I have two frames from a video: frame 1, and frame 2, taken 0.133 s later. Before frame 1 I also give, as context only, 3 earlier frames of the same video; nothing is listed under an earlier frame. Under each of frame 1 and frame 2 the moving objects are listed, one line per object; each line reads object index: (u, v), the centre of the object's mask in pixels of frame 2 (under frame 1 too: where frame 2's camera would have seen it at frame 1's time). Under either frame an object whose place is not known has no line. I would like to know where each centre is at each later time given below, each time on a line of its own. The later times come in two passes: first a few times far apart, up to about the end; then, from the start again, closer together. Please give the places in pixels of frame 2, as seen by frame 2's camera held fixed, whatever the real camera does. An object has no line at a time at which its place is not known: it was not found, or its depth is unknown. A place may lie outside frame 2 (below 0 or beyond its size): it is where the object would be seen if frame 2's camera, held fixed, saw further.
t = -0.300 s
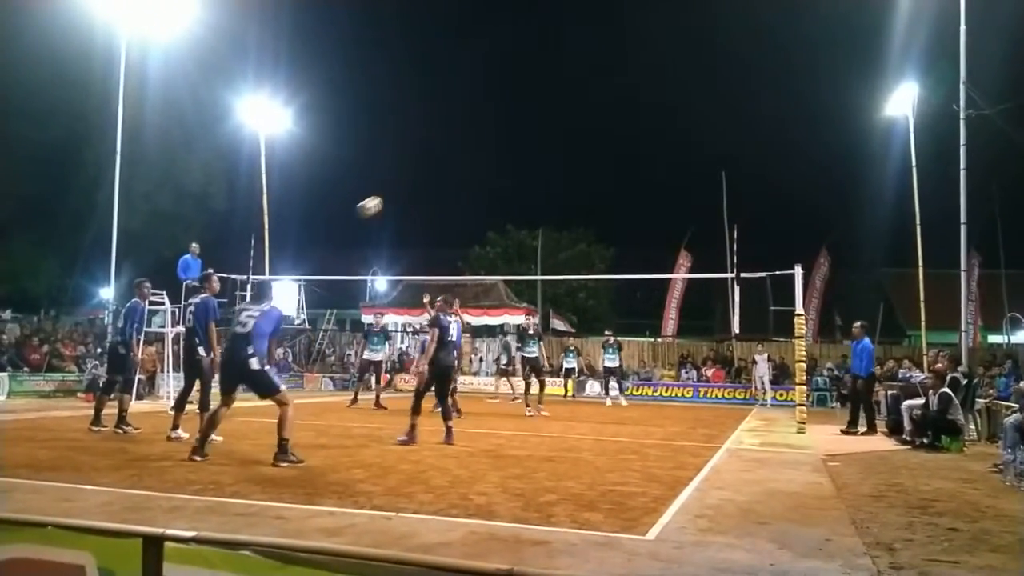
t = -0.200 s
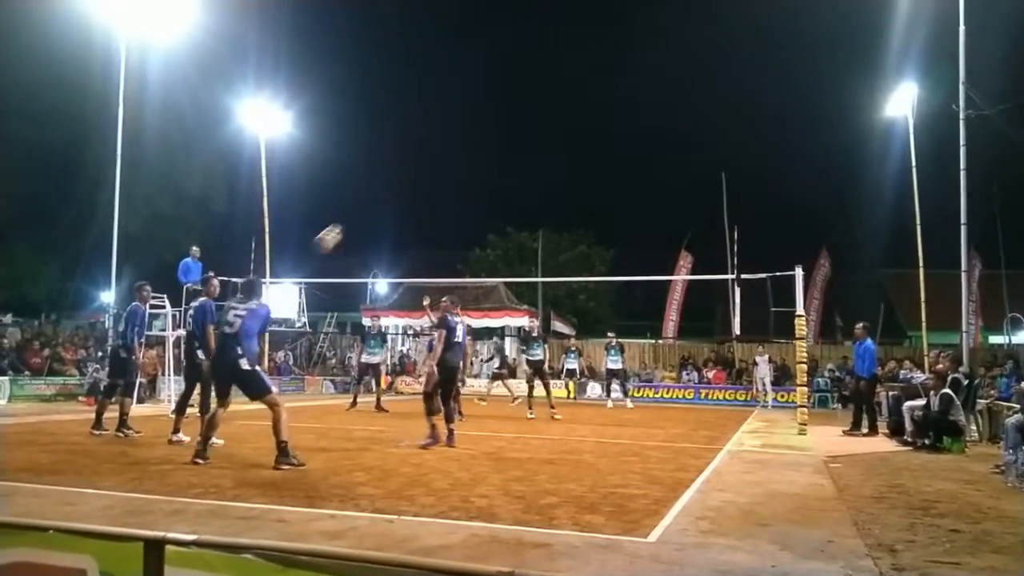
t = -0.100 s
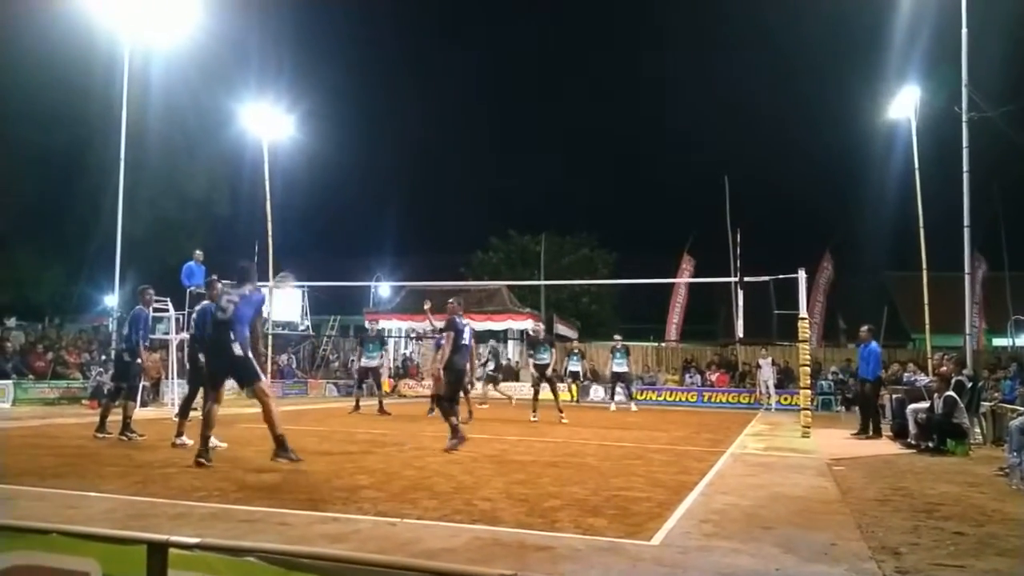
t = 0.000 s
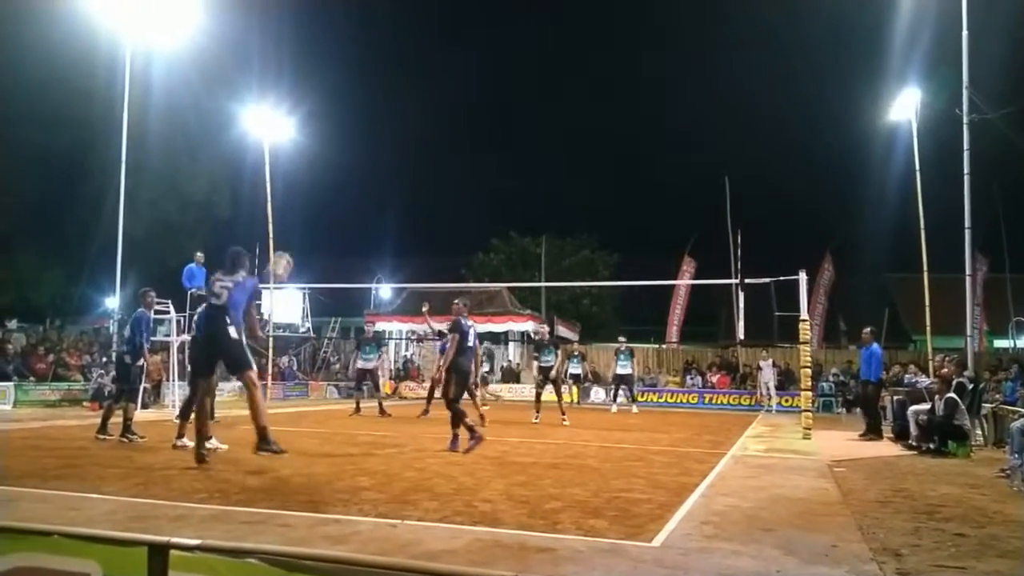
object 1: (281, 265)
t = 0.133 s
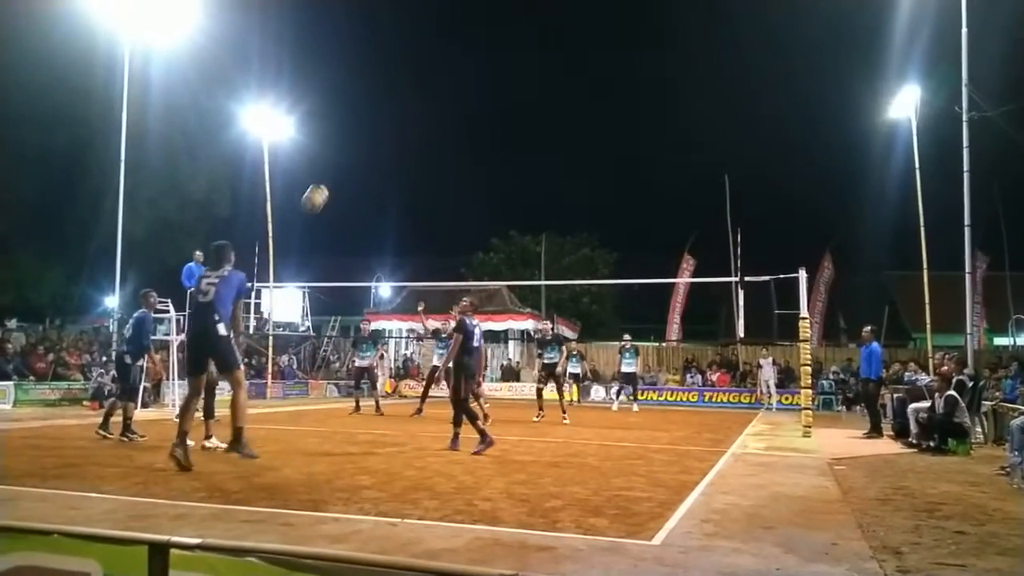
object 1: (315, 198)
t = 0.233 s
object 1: (340, 162)
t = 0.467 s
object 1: (390, 120)
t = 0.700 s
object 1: (432, 124)
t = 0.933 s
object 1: (469, 164)
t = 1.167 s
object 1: (499, 231)
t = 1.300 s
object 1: (515, 282)
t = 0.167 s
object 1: (322, 186)
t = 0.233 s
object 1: (340, 162)
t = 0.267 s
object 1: (347, 154)
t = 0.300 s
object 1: (354, 146)
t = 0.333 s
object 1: (363, 138)
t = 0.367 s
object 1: (370, 131)
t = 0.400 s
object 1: (376, 127)
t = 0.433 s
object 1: (383, 123)
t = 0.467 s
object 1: (390, 120)
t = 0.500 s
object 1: (396, 119)
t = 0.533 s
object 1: (402, 117)
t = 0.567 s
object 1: (409, 117)
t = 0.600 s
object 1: (415, 117)
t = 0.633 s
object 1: (420, 119)
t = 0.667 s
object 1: (427, 121)
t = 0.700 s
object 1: (432, 124)
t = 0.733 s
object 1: (437, 127)
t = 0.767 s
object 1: (443, 131)
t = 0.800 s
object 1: (448, 137)
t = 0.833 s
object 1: (454, 143)
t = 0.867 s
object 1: (459, 149)
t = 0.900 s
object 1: (463, 155)
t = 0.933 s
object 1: (469, 164)
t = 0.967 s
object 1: (473, 172)
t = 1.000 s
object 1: (477, 180)
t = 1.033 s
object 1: (482, 190)
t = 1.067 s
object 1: (487, 199)
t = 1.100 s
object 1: (491, 210)
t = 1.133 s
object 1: (495, 222)
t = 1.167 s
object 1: (499, 231)
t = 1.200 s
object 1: (503, 244)
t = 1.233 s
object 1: (507, 256)
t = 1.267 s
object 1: (511, 269)
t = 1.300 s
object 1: (515, 282)
